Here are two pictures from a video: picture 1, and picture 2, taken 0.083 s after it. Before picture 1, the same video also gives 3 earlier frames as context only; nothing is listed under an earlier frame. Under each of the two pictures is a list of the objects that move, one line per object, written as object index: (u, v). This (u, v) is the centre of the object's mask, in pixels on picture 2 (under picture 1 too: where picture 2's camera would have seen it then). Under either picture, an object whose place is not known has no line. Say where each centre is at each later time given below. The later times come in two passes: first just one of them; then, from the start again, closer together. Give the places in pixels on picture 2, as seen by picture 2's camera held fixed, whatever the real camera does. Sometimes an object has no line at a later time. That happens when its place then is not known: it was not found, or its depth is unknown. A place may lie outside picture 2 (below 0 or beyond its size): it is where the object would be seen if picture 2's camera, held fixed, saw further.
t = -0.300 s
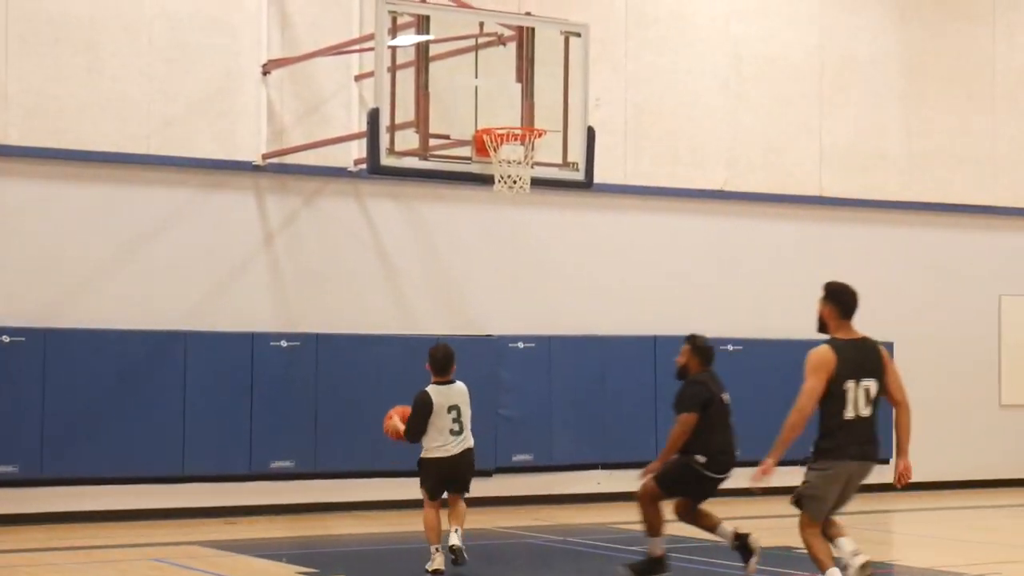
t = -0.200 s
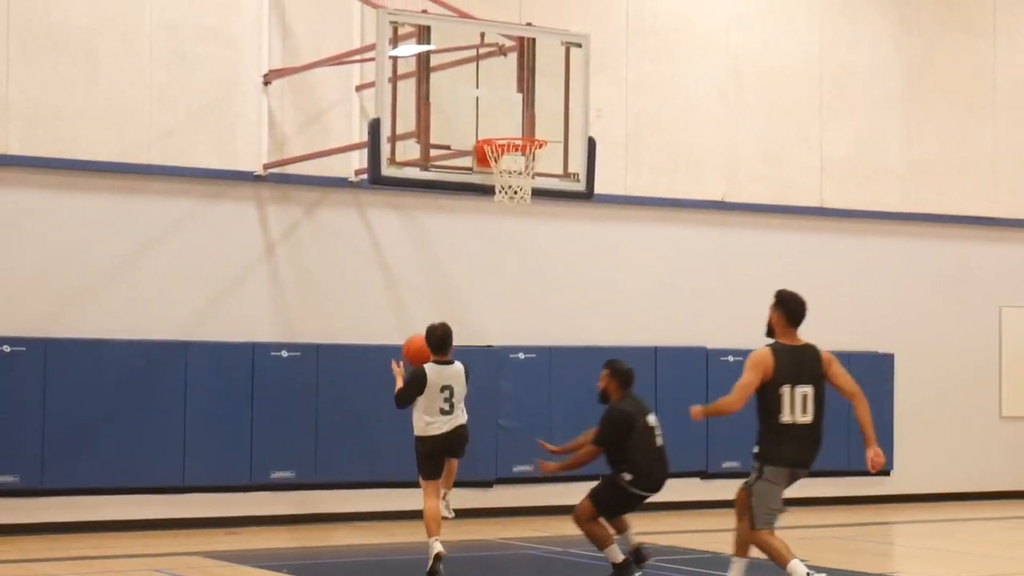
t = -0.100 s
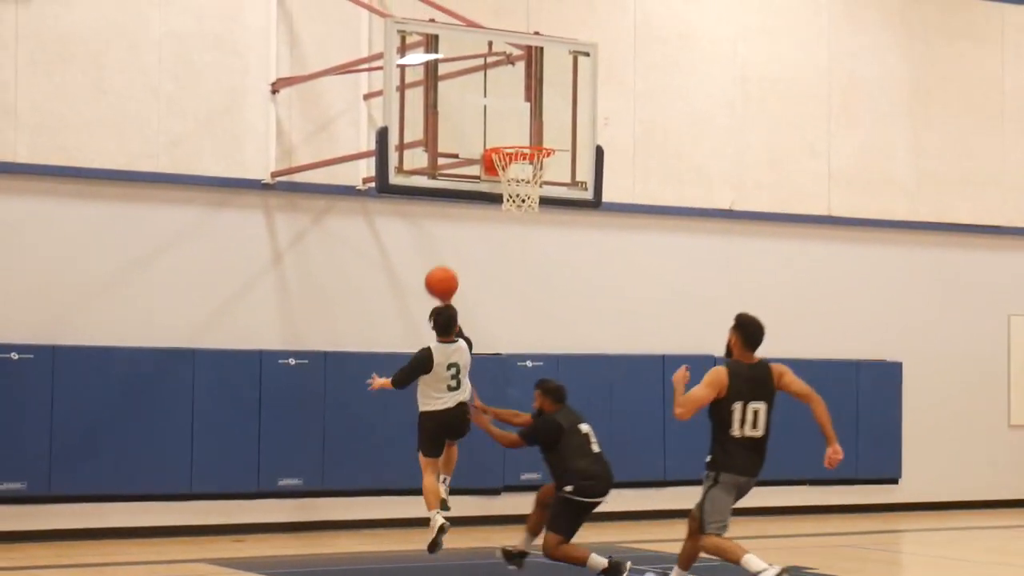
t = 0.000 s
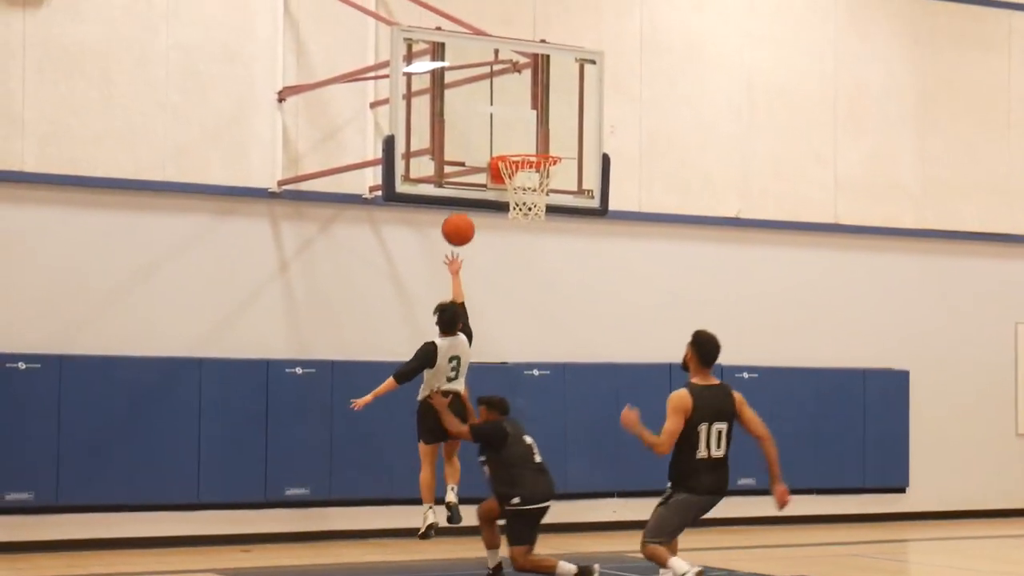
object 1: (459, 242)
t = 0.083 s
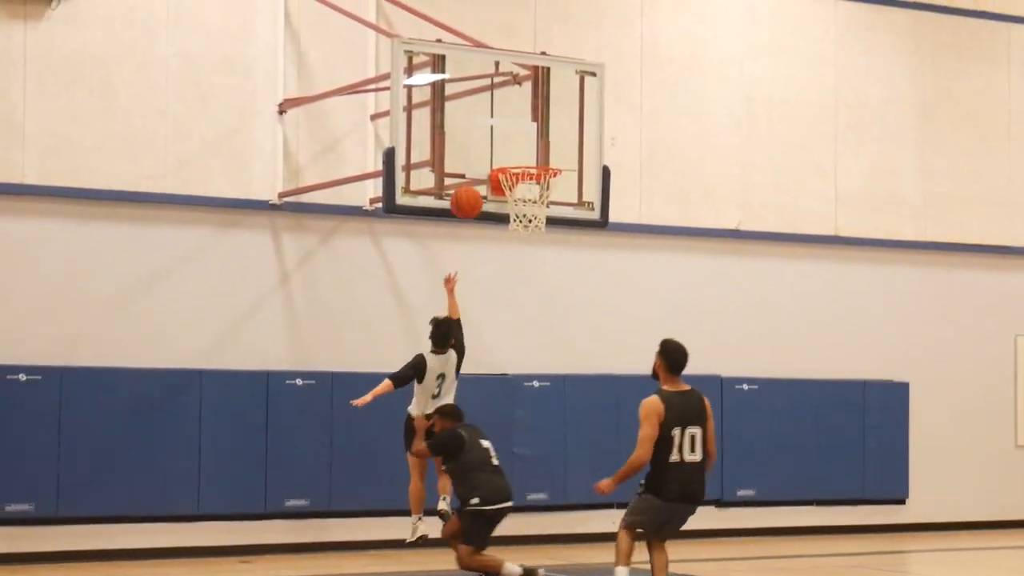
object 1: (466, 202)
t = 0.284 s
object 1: (486, 148)
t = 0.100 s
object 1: (468, 196)
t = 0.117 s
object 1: (470, 189)
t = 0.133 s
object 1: (471, 183)
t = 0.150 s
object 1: (473, 177)
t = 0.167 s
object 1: (474, 172)
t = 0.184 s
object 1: (475, 168)
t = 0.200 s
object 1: (476, 163)
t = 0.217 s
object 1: (478, 159)
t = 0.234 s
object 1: (480, 156)
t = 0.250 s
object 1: (481, 153)
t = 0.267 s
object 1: (483, 150)
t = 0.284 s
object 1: (486, 148)
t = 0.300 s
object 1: (489, 146)
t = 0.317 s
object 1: (491, 144)
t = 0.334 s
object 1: (494, 143)
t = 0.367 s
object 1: (499, 142)
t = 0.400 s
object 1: (505, 142)
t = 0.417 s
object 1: (507, 143)
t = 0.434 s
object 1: (510, 144)
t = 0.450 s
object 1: (513, 145)
